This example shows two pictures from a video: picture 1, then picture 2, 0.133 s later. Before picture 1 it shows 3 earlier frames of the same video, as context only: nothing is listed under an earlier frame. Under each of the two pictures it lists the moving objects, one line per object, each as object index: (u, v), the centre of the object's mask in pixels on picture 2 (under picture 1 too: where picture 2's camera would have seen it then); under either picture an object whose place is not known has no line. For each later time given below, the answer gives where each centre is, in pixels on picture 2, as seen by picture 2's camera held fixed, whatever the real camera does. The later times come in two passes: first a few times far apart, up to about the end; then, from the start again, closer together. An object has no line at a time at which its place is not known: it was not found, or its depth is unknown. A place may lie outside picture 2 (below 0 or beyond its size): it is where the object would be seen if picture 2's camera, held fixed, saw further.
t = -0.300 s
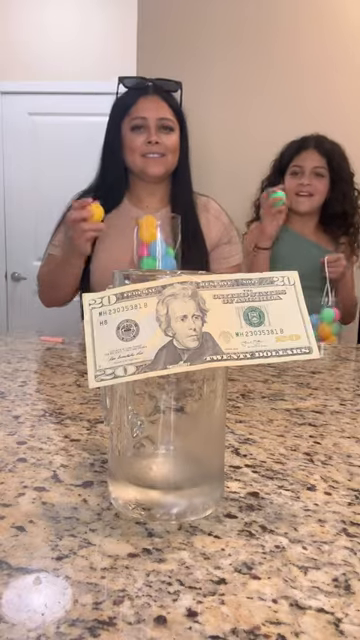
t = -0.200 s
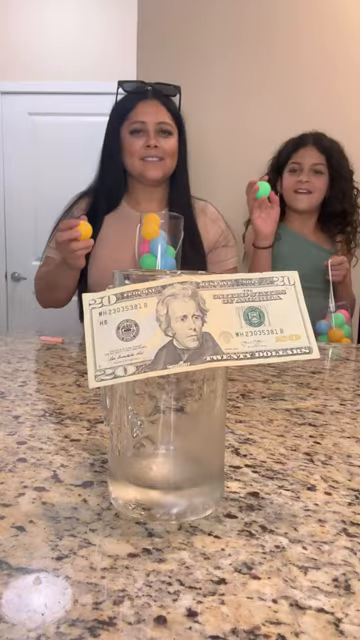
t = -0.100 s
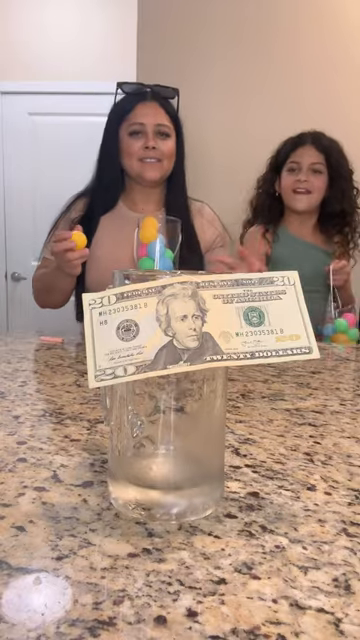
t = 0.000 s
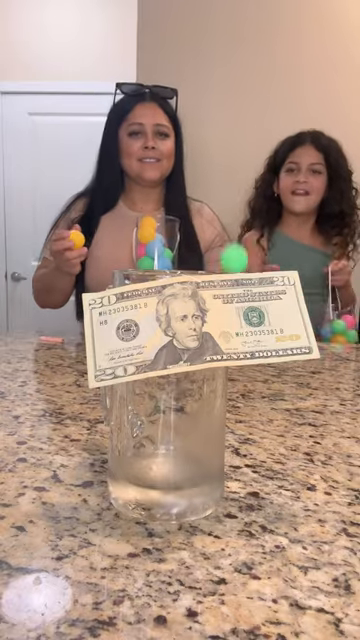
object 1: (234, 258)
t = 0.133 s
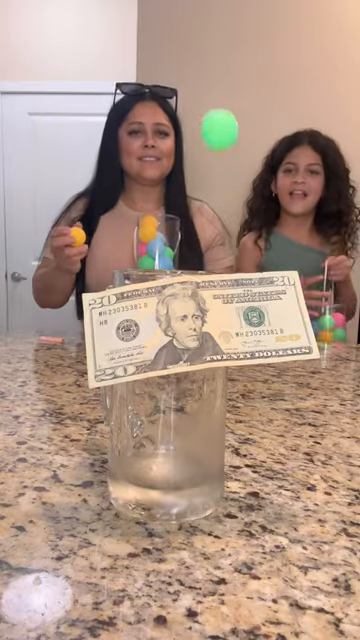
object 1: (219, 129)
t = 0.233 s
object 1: (186, 170)
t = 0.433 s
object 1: (164, 448)
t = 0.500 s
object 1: (187, 396)
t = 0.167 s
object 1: (210, 118)
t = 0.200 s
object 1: (201, 128)
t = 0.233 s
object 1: (186, 170)
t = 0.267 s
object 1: (176, 220)
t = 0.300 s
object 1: (168, 265)
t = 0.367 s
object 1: (169, 385)
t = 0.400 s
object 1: (171, 419)
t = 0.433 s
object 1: (164, 448)
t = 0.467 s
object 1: (170, 423)
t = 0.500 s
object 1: (187, 396)
